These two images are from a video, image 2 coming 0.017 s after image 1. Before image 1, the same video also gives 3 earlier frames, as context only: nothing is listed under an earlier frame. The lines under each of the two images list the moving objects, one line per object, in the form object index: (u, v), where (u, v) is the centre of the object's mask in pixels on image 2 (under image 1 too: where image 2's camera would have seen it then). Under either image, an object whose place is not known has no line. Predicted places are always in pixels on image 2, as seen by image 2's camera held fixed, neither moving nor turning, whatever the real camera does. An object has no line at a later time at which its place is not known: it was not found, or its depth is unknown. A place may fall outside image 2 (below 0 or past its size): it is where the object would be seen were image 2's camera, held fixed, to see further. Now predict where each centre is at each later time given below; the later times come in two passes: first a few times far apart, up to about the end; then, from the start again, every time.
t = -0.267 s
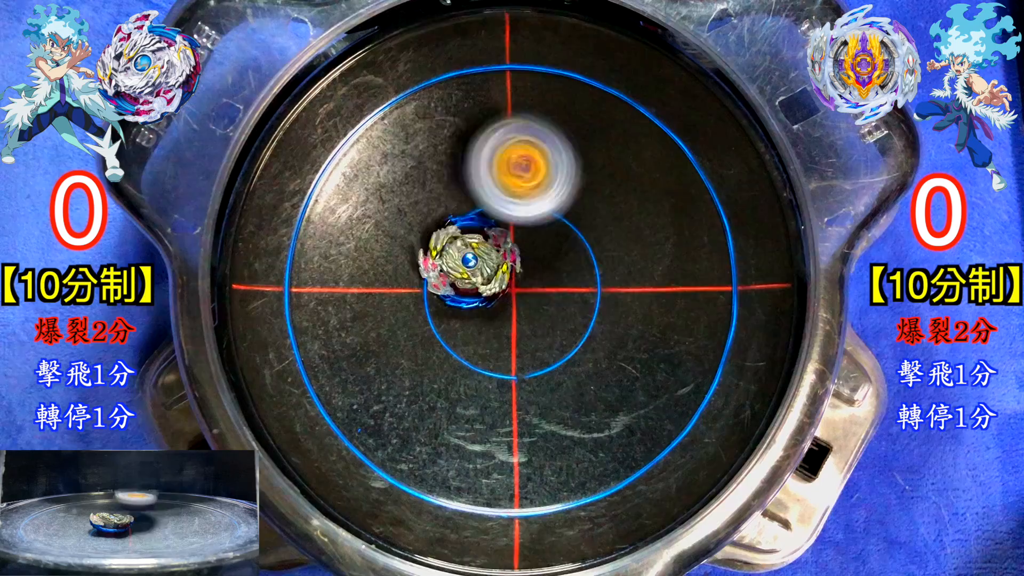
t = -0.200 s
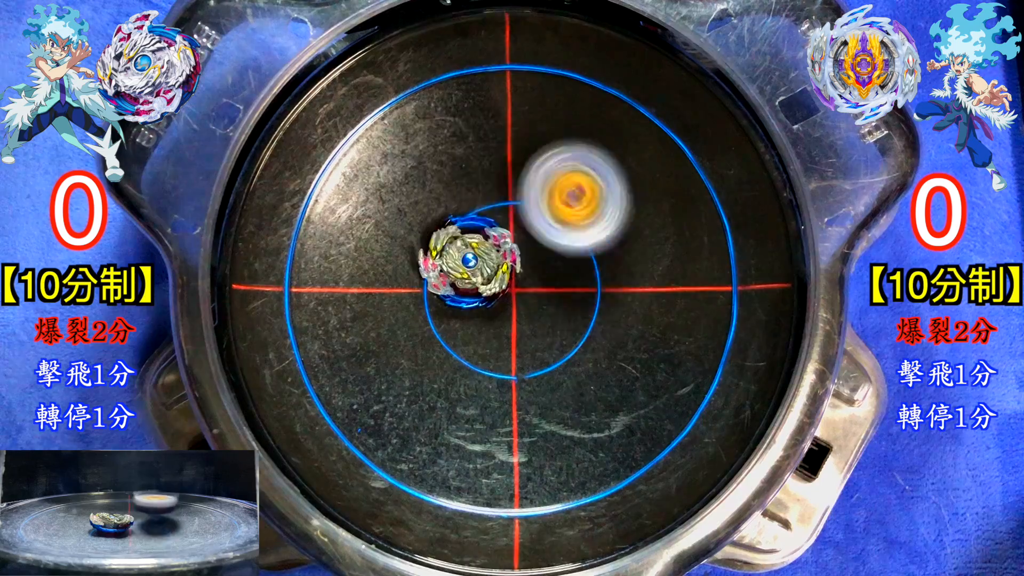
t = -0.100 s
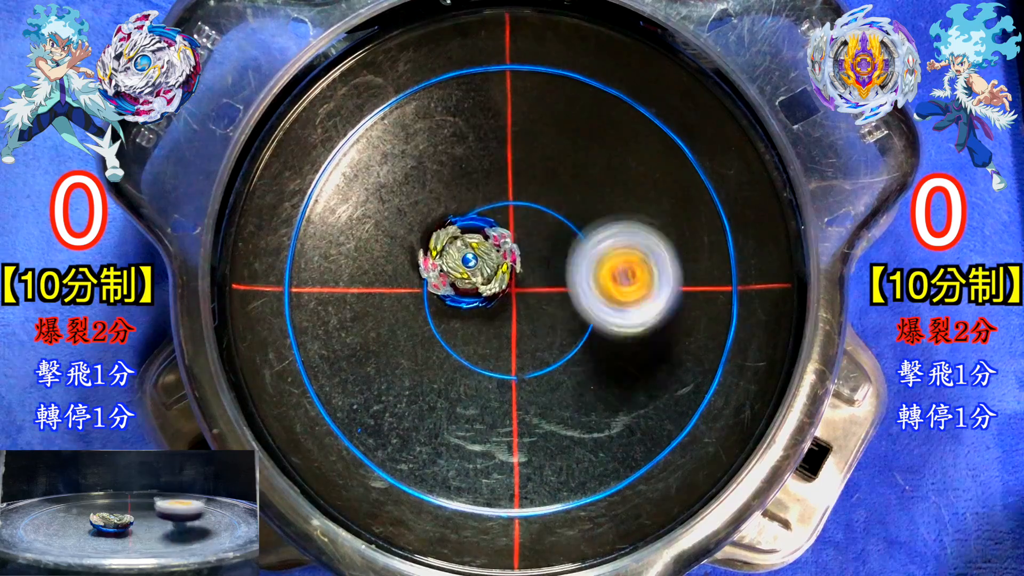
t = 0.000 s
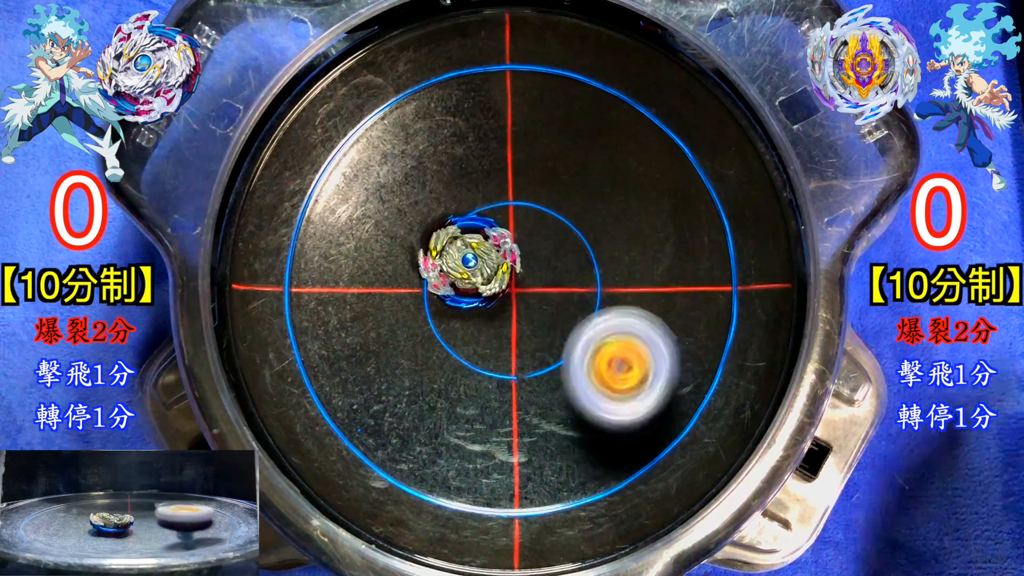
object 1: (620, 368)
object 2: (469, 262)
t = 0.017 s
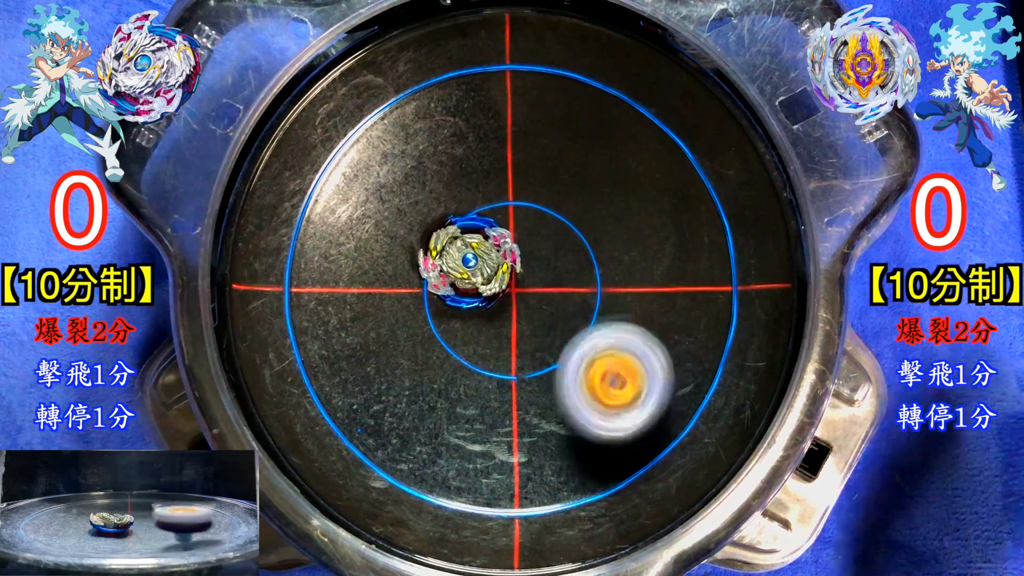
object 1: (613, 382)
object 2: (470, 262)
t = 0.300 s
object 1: (421, 410)
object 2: (469, 262)
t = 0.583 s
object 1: (408, 263)
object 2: (499, 230)
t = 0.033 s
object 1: (606, 394)
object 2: (470, 262)
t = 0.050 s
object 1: (598, 405)
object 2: (470, 262)
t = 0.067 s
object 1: (589, 416)
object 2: (470, 262)
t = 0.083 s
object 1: (578, 425)
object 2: (470, 262)
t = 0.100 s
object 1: (568, 430)
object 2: (470, 262)
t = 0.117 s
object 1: (555, 437)
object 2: (470, 262)
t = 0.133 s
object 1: (541, 442)
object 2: (470, 262)
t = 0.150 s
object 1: (527, 446)
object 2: (469, 262)
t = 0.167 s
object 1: (514, 447)
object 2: (470, 262)
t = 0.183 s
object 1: (501, 448)
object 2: (470, 262)
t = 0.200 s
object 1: (487, 446)
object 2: (470, 262)
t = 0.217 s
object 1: (474, 443)
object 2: (470, 262)
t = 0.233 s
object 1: (461, 438)
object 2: (470, 262)
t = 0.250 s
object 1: (450, 433)
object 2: (469, 262)
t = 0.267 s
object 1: (439, 426)
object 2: (469, 262)
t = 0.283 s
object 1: (430, 418)
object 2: (469, 262)
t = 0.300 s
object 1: (421, 410)
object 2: (469, 262)
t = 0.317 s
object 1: (413, 400)
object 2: (469, 262)
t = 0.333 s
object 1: (406, 390)
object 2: (469, 262)
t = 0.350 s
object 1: (401, 379)
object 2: (469, 262)
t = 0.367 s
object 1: (397, 368)
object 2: (469, 262)
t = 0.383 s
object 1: (394, 357)
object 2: (469, 262)
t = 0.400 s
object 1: (393, 346)
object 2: (469, 262)
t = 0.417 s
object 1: (392, 334)
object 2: (469, 262)
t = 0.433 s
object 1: (393, 322)
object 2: (471, 260)
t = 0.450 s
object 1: (395, 313)
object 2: (473, 257)
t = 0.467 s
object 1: (394, 306)
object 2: (476, 253)
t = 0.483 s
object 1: (394, 300)
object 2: (478, 249)
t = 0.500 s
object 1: (396, 291)
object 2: (482, 246)
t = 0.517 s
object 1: (397, 282)
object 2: (485, 245)
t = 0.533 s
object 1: (401, 273)
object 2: (488, 244)
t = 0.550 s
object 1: (405, 265)
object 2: (491, 244)
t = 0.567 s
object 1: (408, 262)
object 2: (495, 240)
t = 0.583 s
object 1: (408, 263)
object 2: (499, 230)
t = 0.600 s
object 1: (409, 265)
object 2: (506, 220)
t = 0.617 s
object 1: (410, 266)
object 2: (512, 211)
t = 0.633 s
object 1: (410, 268)
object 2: (521, 202)
